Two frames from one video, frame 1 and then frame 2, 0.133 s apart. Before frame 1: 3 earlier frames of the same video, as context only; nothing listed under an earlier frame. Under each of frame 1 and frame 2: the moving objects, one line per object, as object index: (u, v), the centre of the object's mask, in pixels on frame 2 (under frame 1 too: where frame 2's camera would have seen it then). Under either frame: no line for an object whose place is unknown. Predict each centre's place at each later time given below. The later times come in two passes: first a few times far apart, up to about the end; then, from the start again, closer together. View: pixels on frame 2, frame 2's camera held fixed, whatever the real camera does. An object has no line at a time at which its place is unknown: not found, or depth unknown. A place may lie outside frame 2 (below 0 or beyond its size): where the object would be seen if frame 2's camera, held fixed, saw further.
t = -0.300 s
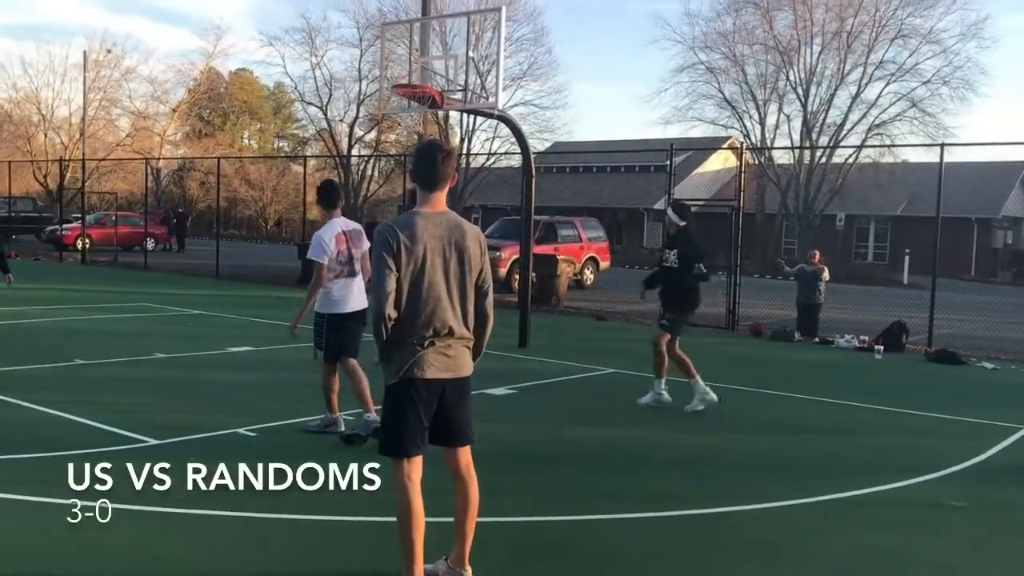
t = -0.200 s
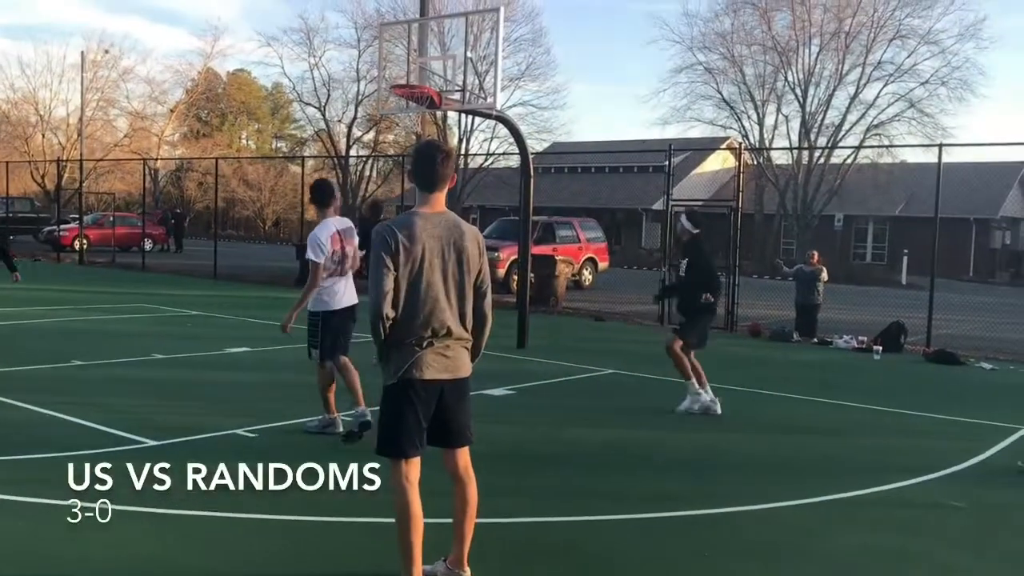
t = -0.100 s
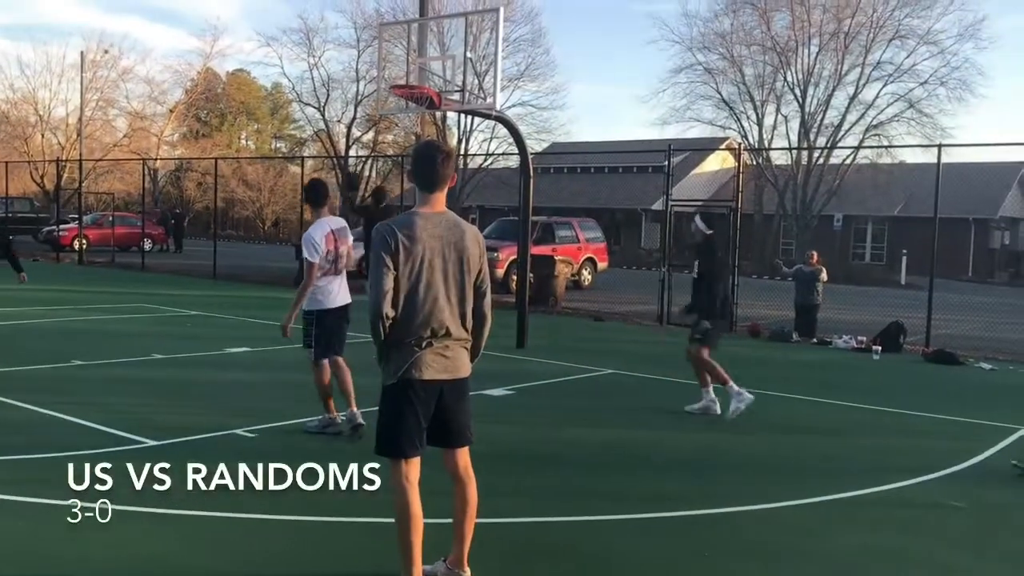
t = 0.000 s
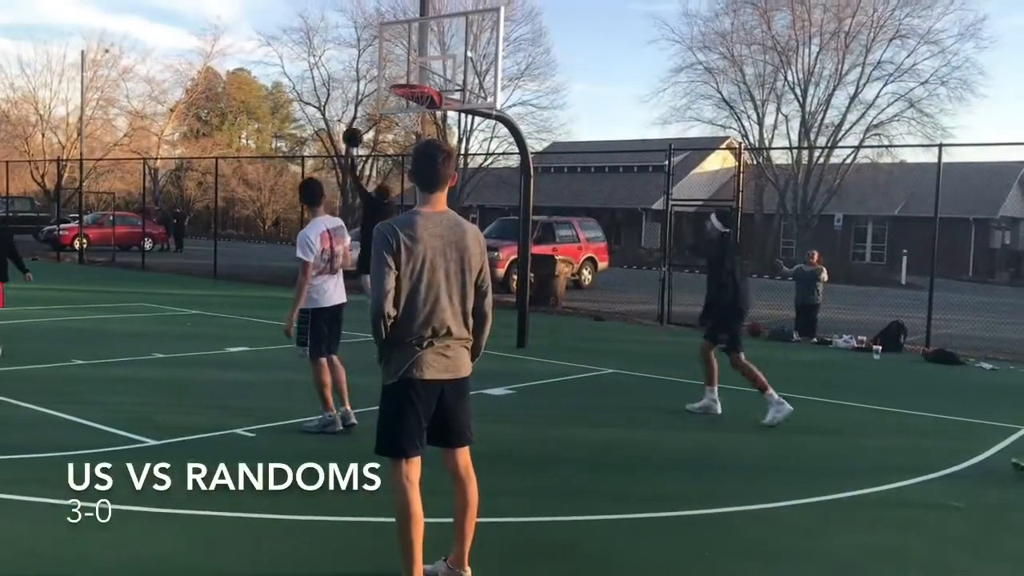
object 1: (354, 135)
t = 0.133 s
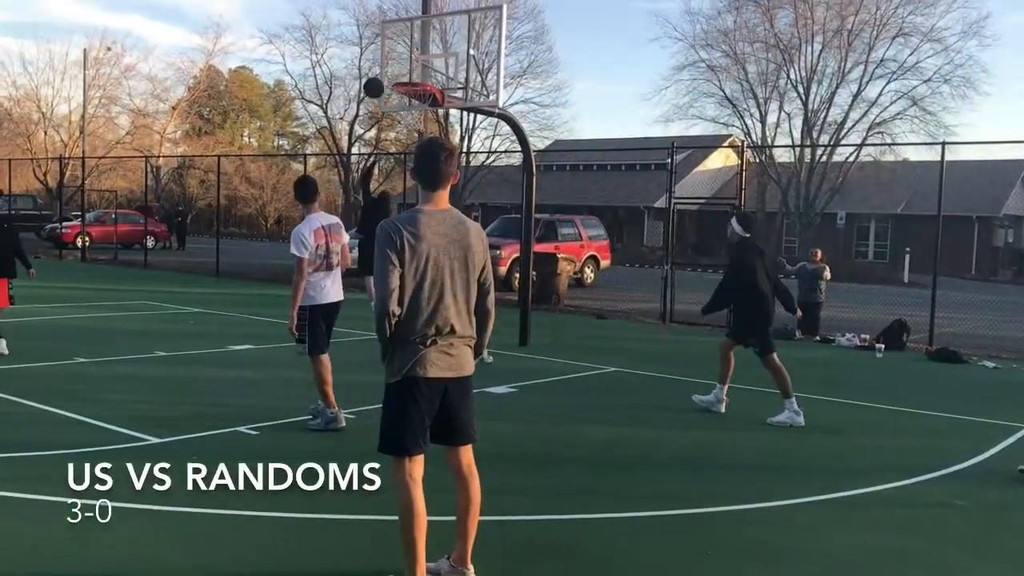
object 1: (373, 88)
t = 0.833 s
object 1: (445, 77)
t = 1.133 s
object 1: (464, 83)
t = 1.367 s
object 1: (467, 144)
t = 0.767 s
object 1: (440, 67)
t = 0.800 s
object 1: (441, 76)
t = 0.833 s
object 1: (445, 77)
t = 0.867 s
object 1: (450, 75)
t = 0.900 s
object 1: (455, 72)
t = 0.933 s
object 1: (458, 72)
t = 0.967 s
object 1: (459, 71)
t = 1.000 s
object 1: (461, 71)
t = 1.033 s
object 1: (461, 73)
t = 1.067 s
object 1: (462, 75)
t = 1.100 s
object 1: (463, 78)
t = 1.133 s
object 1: (464, 83)
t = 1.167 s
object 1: (465, 88)
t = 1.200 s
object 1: (466, 94)
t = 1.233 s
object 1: (465, 102)
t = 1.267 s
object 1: (466, 111)
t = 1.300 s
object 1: (467, 120)
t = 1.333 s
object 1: (467, 131)
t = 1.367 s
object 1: (467, 144)
